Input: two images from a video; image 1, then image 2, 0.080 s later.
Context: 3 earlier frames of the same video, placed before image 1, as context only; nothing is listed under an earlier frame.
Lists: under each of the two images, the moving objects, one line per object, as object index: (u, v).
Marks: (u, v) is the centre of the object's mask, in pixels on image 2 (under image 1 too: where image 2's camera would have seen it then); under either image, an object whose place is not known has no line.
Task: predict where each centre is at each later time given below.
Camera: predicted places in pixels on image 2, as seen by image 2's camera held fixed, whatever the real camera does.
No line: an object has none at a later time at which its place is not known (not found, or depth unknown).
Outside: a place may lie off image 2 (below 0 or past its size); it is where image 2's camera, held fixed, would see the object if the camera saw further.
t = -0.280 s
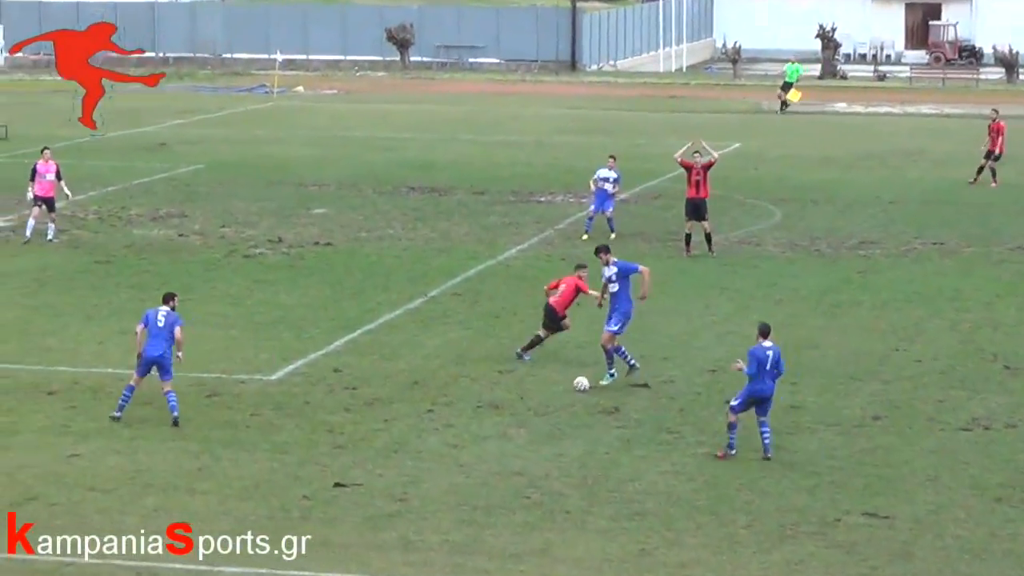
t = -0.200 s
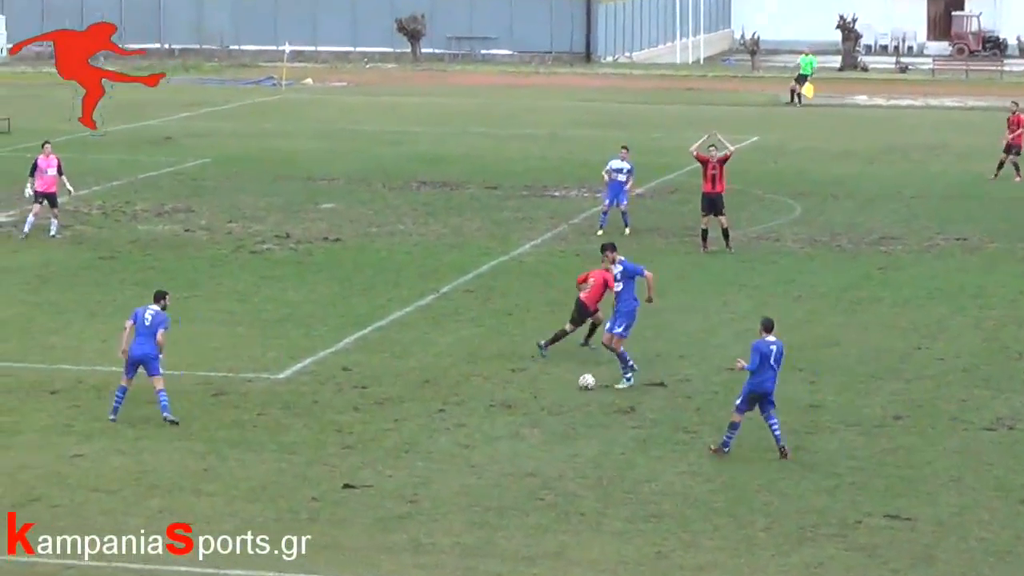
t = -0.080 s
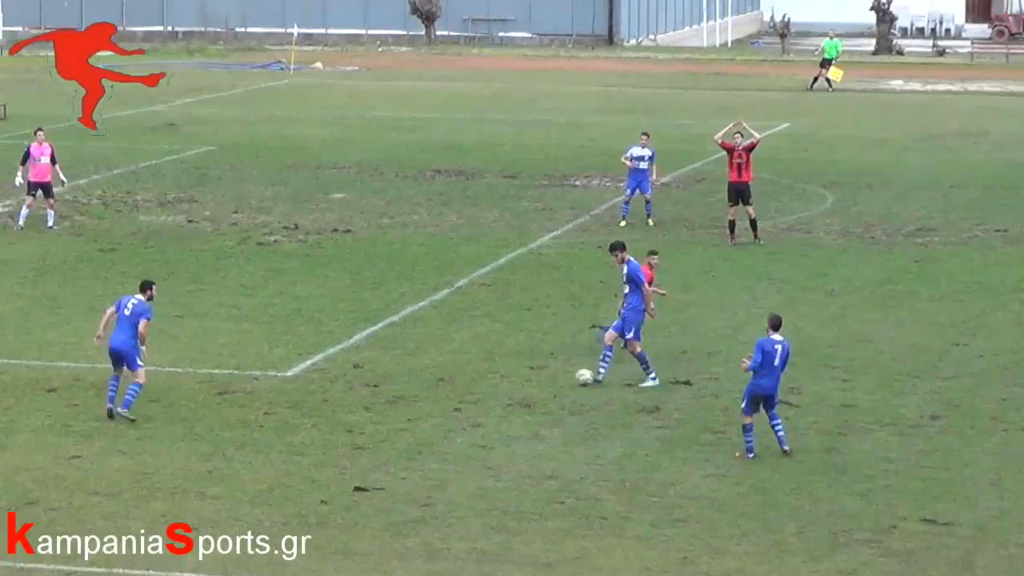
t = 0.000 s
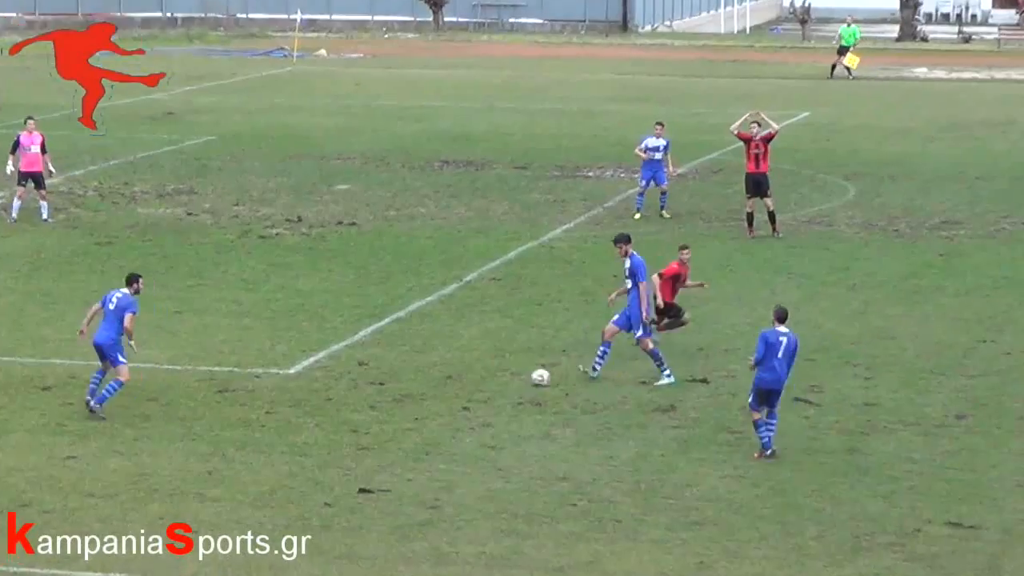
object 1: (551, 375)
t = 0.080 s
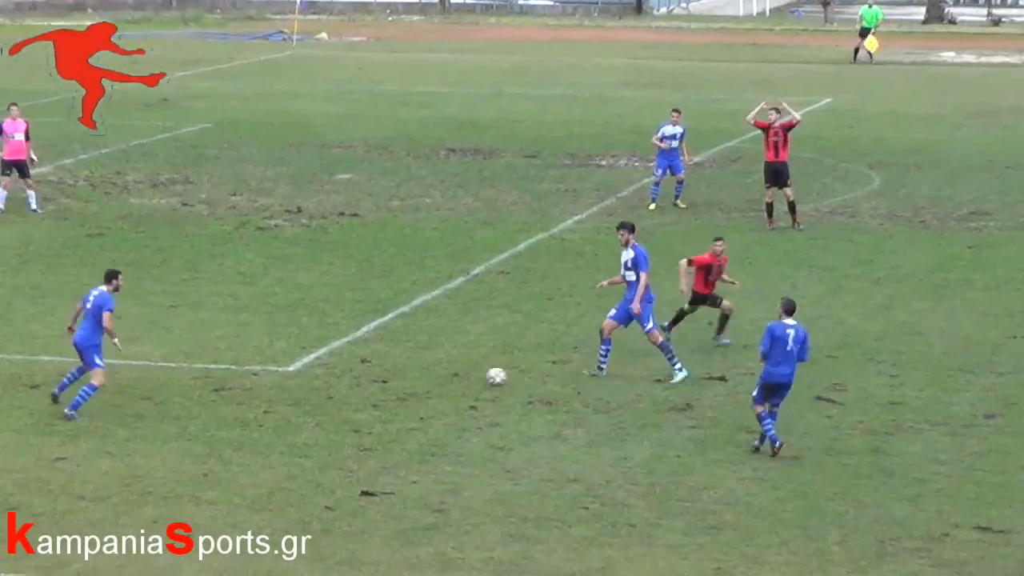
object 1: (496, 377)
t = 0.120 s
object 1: (470, 378)
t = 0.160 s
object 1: (445, 378)
